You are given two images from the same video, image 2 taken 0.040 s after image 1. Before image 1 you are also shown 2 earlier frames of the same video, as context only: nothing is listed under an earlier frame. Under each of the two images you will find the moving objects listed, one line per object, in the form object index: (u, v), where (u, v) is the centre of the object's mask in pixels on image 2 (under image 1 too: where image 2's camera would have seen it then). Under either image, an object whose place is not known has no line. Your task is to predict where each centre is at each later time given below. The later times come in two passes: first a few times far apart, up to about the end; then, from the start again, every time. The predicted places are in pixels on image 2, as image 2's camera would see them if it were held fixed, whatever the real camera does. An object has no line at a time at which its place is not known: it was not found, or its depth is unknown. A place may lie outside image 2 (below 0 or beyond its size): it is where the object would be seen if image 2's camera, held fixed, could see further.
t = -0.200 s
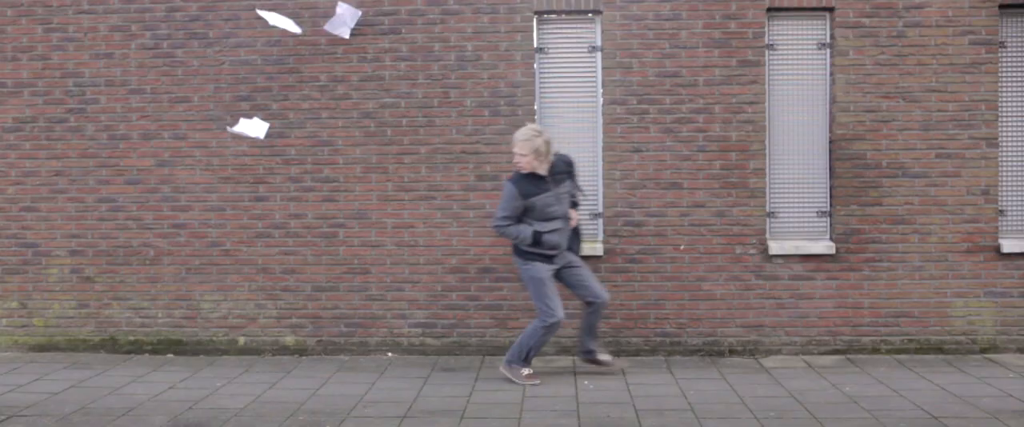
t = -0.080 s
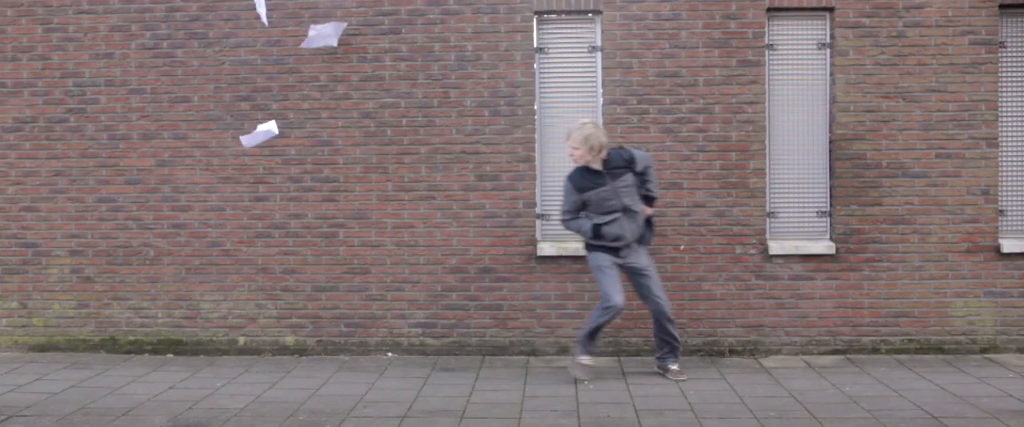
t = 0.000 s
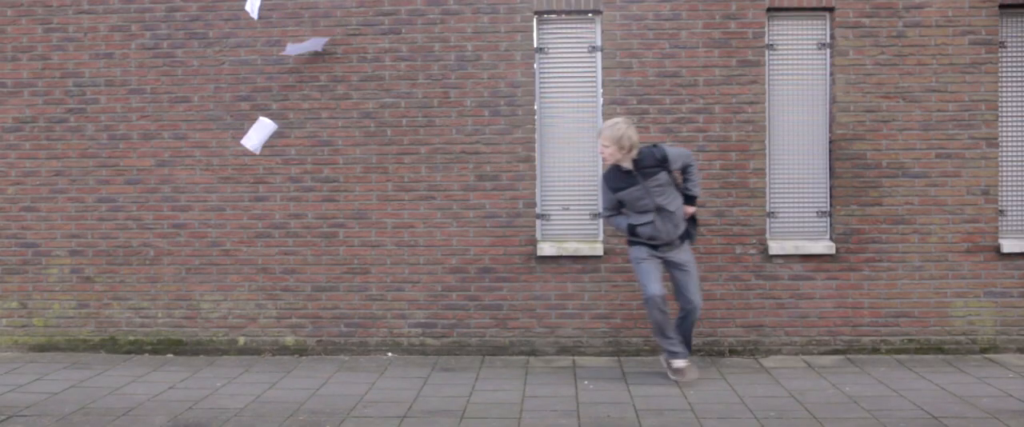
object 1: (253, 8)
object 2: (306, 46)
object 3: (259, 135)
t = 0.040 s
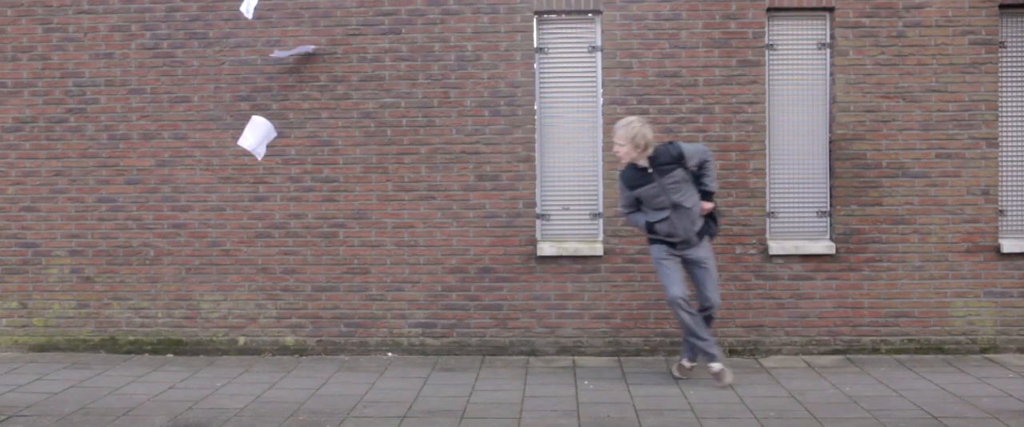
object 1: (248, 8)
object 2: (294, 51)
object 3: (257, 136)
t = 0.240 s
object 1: (226, 31)
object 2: (243, 60)
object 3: (235, 174)
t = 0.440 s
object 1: (202, 63)
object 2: (213, 77)
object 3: (243, 248)
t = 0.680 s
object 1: (123, 75)
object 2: (213, 69)
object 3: (286, 291)
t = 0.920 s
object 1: (102, 59)
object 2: (206, 50)
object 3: (299, 352)
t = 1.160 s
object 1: (102, 73)
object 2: (216, 84)
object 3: (325, 397)
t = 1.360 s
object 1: (69, 92)
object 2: (265, 110)
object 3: (331, 401)
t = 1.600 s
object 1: (36, 76)
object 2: (294, 120)
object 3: (331, 400)
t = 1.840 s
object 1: (66, 119)
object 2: (284, 169)
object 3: (331, 400)
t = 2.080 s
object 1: (140, 77)
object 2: (296, 229)
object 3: (331, 400)
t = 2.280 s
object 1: (159, 73)
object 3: (331, 401)
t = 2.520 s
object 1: (208, 125)
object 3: (331, 400)
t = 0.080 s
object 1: (244, 9)
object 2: (285, 54)
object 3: (254, 140)
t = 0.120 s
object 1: (240, 12)
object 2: (273, 57)
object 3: (249, 146)
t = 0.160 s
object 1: (236, 16)
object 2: (262, 58)
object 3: (243, 153)
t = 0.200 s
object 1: (231, 22)
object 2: (251, 58)
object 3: (238, 163)
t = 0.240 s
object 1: (226, 31)
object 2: (243, 60)
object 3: (235, 174)
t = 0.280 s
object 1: (223, 42)
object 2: (240, 66)
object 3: (233, 186)
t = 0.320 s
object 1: (219, 54)
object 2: (233, 70)
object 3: (231, 201)
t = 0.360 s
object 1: (212, 60)
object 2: (225, 73)
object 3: (229, 217)
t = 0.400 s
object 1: (211, 56)
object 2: (213, 76)
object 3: (233, 232)
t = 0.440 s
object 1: (202, 63)
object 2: (213, 77)
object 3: (243, 248)
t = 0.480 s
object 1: (190, 65)
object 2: (208, 77)
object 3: (253, 261)
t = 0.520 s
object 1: (177, 66)
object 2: (207, 75)
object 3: (261, 272)
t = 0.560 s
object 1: (162, 68)
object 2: (206, 72)
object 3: (269, 280)
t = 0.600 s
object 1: (148, 71)
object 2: (206, 71)
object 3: (276, 284)
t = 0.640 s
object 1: (135, 73)
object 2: (209, 71)
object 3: (282, 287)
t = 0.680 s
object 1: (123, 75)
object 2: (213, 69)
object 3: (286, 291)
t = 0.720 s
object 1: (112, 76)
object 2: (216, 66)
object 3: (290, 296)
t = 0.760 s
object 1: (106, 78)
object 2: (217, 61)
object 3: (293, 303)
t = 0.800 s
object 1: (101, 73)
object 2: (216, 56)
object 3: (296, 313)
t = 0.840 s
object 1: (100, 69)
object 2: (213, 52)
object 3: (297, 324)
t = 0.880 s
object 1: (100, 64)
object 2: (210, 50)
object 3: (297, 337)
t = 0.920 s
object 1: (102, 59)
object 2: (206, 50)
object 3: (299, 352)
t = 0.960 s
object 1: (103, 57)
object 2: (203, 52)
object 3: (302, 367)
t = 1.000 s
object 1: (104, 56)
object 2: (201, 57)
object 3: (307, 378)
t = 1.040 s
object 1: (104, 57)
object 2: (201, 63)
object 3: (311, 385)
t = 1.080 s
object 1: (104, 60)
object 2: (203, 70)
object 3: (317, 391)
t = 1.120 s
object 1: (104, 66)
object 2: (209, 77)
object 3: (321, 395)
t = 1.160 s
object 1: (102, 73)
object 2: (216, 84)
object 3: (325, 397)
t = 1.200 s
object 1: (99, 81)
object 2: (224, 91)
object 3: (327, 399)
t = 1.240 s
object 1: (94, 89)
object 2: (234, 98)
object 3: (328, 400)
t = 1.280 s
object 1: (89, 96)
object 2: (244, 103)
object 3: (330, 400)
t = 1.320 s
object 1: (79, 95)
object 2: (255, 107)
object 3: (330, 401)
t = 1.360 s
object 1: (69, 92)
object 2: (265, 110)
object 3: (331, 401)
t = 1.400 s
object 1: (61, 86)
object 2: (275, 112)
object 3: (331, 401)
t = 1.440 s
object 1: (54, 81)
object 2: (283, 113)
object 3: (330, 400)
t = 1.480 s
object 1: (49, 77)
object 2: (288, 114)
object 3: (330, 400)
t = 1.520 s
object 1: (44, 74)
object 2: (291, 116)
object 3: (331, 400)
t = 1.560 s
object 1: (40, 74)
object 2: (294, 118)
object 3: (331, 401)
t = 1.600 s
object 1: (36, 76)
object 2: (294, 120)
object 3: (331, 400)
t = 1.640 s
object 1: (34, 81)
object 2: (292, 124)
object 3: (331, 400)
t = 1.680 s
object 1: (33, 89)
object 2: (290, 129)
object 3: (331, 400)
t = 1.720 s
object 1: (34, 98)
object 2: (287, 136)
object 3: (331, 400)
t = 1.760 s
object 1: (40, 108)
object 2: (285, 146)
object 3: (331, 400)
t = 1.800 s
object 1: (53, 117)
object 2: (284, 157)
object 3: (331, 400)
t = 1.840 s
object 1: (66, 119)
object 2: (284, 169)
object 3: (331, 400)
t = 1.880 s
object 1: (84, 118)
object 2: (284, 182)
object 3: (331, 400)
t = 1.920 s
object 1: (102, 114)
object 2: (285, 195)
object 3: (331, 400)
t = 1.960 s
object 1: (117, 106)
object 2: (287, 207)
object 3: (331, 400)
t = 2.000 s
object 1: (129, 96)
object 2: (290, 217)
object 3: (330, 400)
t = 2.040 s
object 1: (136, 85)
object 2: (294, 224)
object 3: (331, 400)
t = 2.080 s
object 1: (140, 77)
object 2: (296, 229)
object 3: (331, 400)
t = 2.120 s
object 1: (142, 72)
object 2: (300, 229)
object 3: (331, 400)
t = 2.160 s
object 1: (145, 69)
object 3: (331, 400)
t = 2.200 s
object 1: (148, 69)
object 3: (330, 400)
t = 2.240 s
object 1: (153, 70)
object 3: (331, 400)
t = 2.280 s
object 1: (159, 73)
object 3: (331, 401)
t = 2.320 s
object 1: (167, 76)
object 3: (331, 400)
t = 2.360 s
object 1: (175, 81)
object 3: (331, 400)
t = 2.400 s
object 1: (184, 88)
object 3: (331, 400)
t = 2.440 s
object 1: (194, 98)
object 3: (331, 400)
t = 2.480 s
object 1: (202, 110)
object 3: (331, 400)
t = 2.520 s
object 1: (208, 125)
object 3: (331, 400)
